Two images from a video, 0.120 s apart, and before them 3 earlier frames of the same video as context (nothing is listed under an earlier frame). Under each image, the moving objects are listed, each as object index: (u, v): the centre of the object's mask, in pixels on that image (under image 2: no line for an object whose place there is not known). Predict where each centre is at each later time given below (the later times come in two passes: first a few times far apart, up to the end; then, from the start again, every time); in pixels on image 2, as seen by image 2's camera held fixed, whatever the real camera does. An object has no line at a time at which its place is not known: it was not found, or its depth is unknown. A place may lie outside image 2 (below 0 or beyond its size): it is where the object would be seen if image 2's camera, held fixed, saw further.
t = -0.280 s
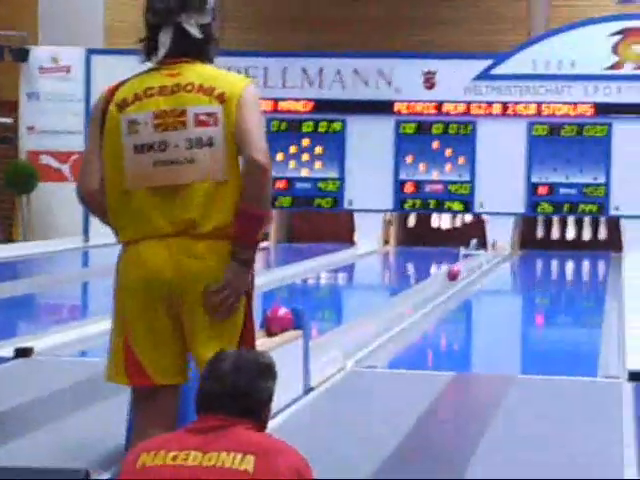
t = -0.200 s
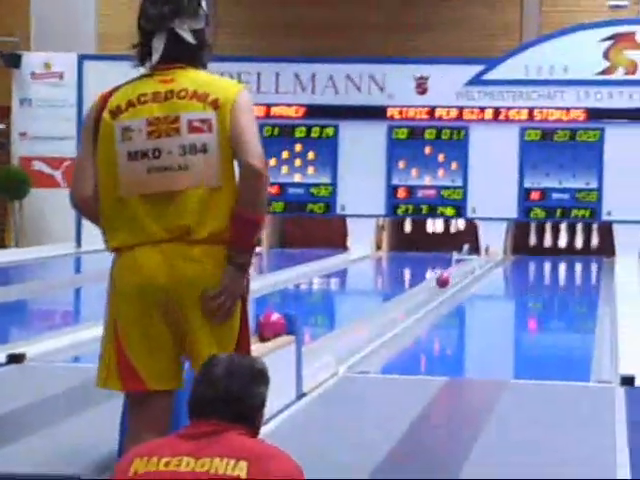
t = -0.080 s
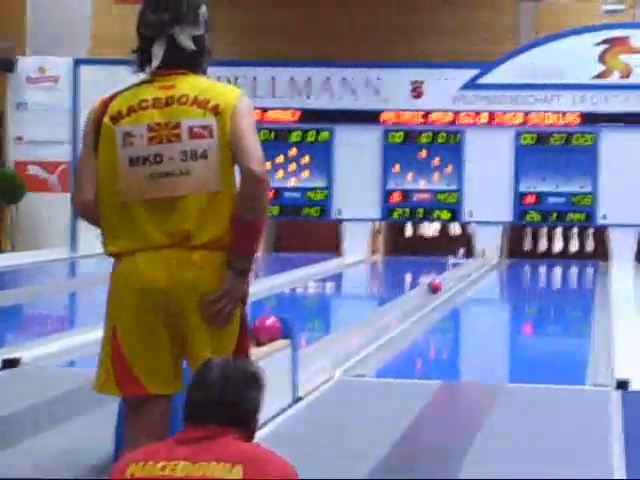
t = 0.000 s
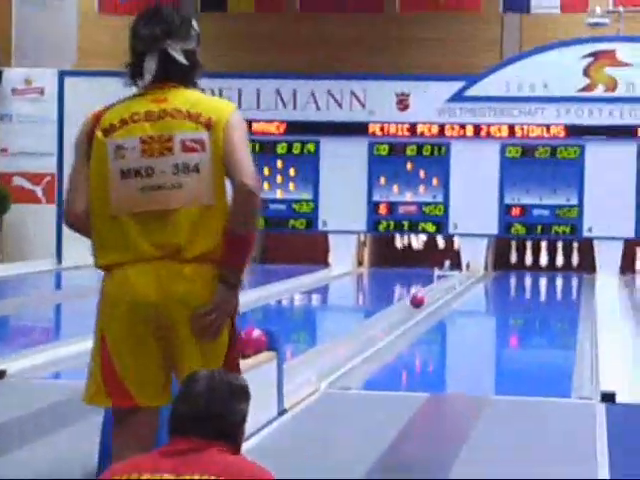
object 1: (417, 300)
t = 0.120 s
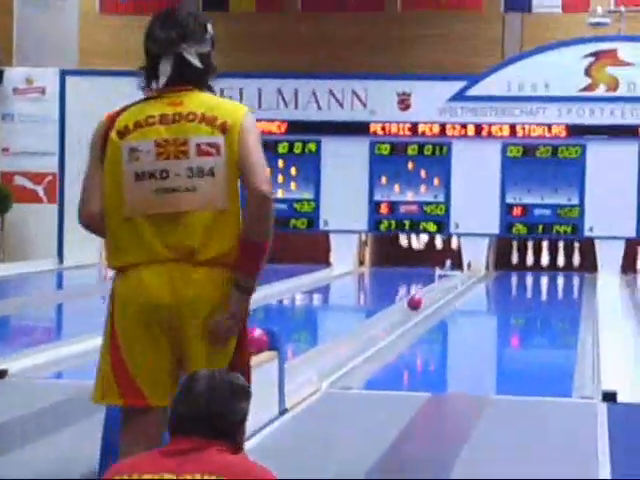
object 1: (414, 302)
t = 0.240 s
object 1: (410, 304)
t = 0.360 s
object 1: (405, 304)
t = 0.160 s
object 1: (413, 303)
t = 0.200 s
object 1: (412, 304)
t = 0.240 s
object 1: (410, 304)
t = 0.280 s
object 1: (408, 305)
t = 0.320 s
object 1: (407, 305)
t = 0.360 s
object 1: (405, 304)
